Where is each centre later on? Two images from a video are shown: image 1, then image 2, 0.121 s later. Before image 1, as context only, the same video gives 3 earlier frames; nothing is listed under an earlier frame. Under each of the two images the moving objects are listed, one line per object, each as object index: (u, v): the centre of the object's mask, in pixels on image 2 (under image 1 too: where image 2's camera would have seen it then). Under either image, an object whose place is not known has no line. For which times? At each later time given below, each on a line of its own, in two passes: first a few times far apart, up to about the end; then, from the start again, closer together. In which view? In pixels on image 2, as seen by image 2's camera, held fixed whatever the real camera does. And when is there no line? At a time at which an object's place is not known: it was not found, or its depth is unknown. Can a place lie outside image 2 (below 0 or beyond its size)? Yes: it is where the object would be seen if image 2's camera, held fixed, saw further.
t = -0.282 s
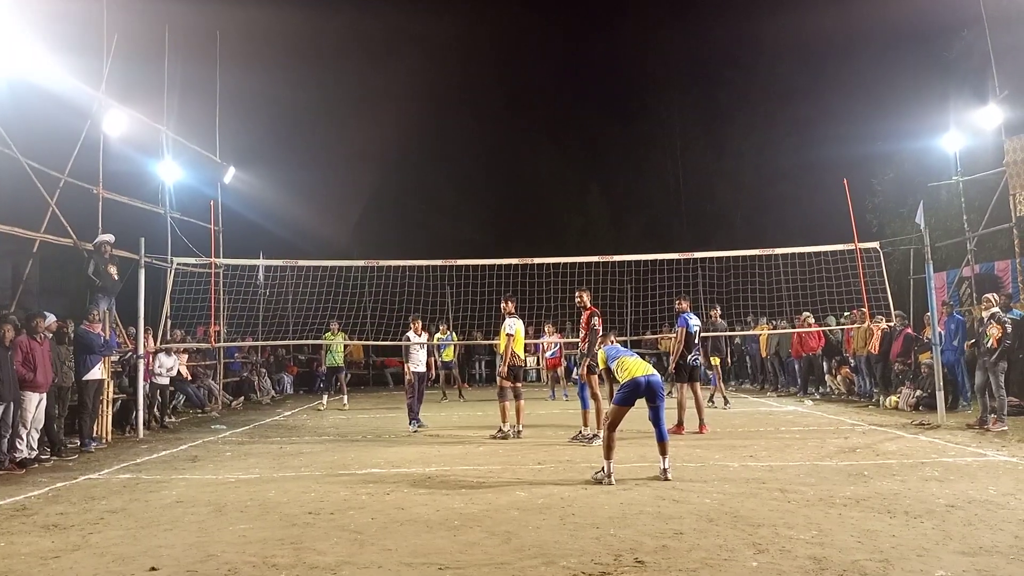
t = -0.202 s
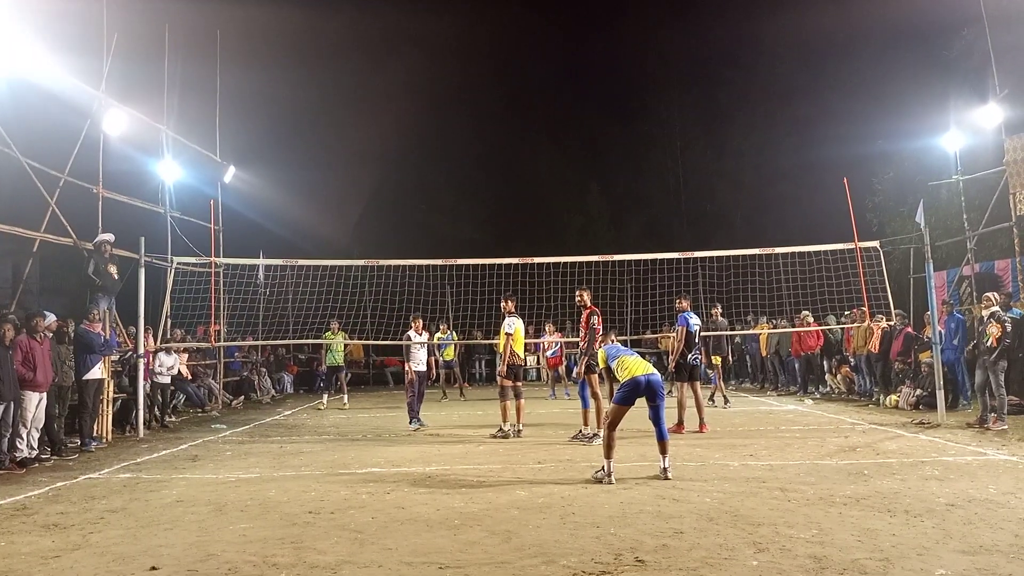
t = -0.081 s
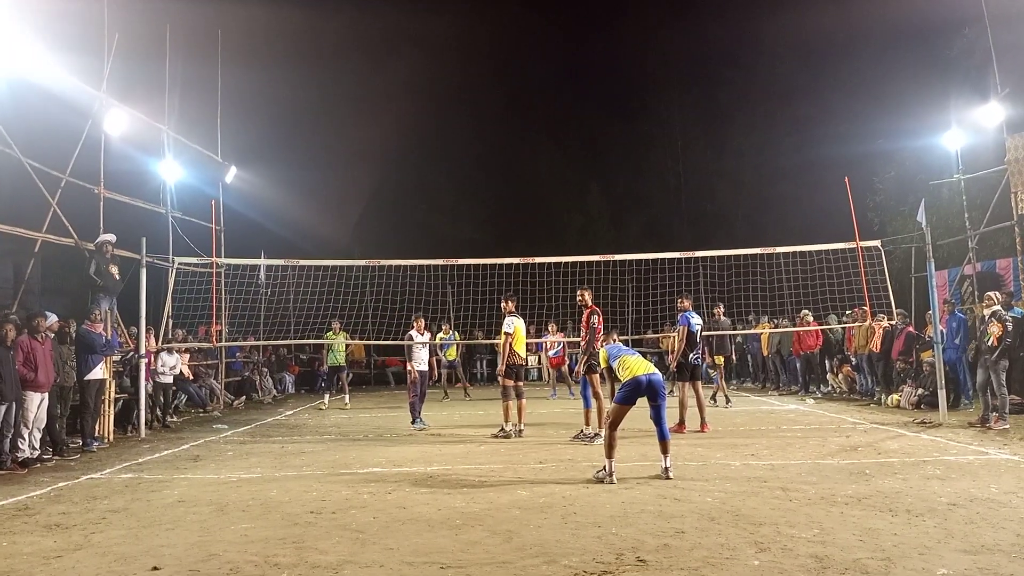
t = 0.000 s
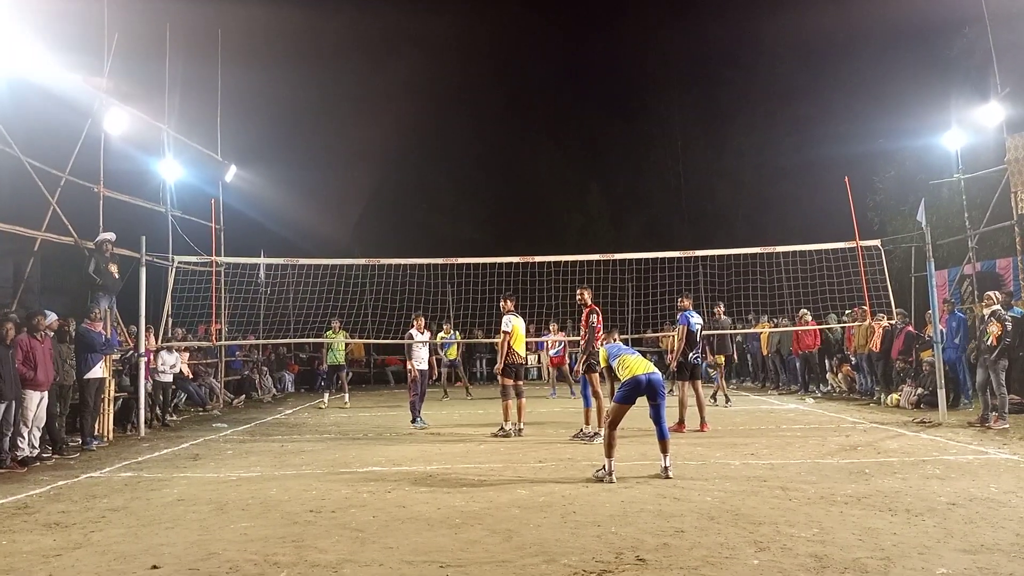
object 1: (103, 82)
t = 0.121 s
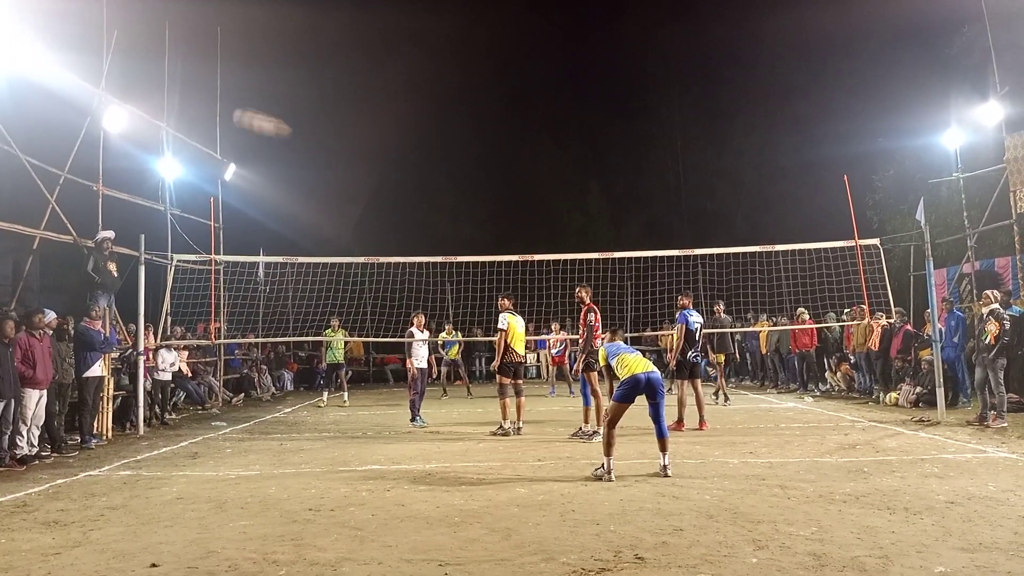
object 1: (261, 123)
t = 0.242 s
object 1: (345, 159)
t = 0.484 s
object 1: (414, 219)
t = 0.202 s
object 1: (323, 149)
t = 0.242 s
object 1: (345, 159)
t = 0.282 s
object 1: (363, 169)
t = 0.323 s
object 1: (378, 180)
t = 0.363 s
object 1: (389, 190)
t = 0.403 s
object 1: (399, 200)
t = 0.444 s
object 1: (408, 210)
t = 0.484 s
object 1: (414, 219)
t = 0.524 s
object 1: (420, 229)
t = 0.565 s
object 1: (426, 239)
